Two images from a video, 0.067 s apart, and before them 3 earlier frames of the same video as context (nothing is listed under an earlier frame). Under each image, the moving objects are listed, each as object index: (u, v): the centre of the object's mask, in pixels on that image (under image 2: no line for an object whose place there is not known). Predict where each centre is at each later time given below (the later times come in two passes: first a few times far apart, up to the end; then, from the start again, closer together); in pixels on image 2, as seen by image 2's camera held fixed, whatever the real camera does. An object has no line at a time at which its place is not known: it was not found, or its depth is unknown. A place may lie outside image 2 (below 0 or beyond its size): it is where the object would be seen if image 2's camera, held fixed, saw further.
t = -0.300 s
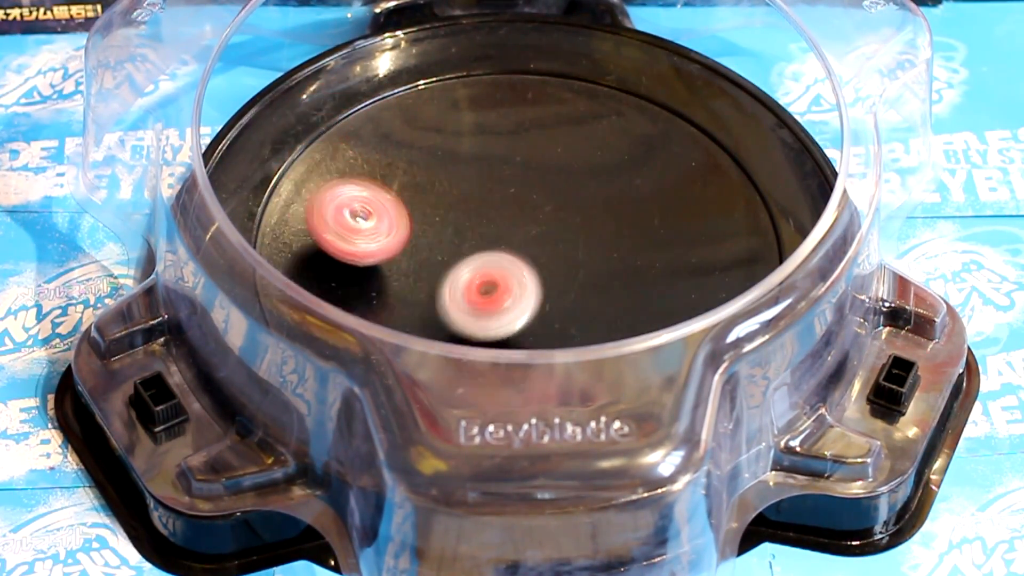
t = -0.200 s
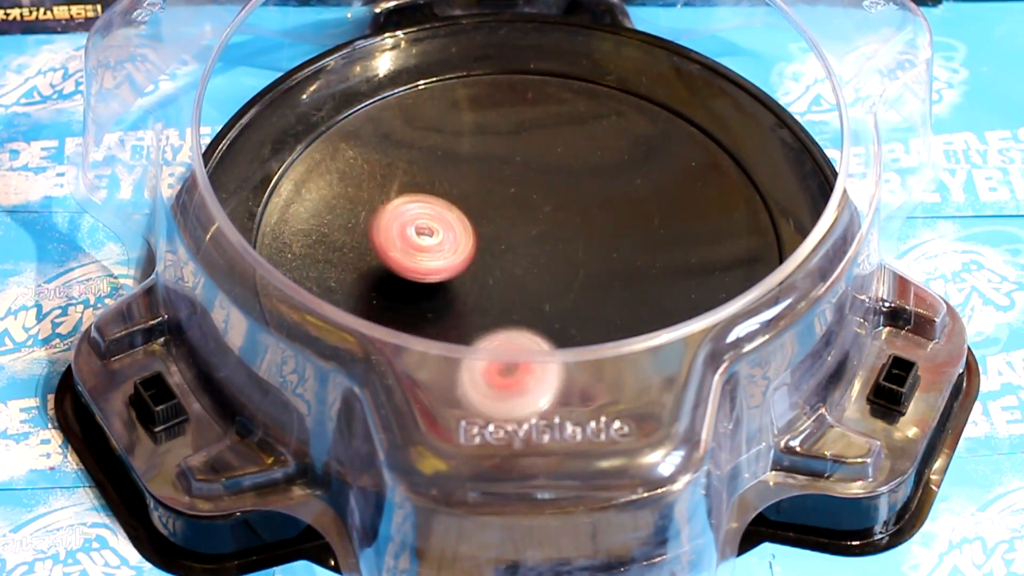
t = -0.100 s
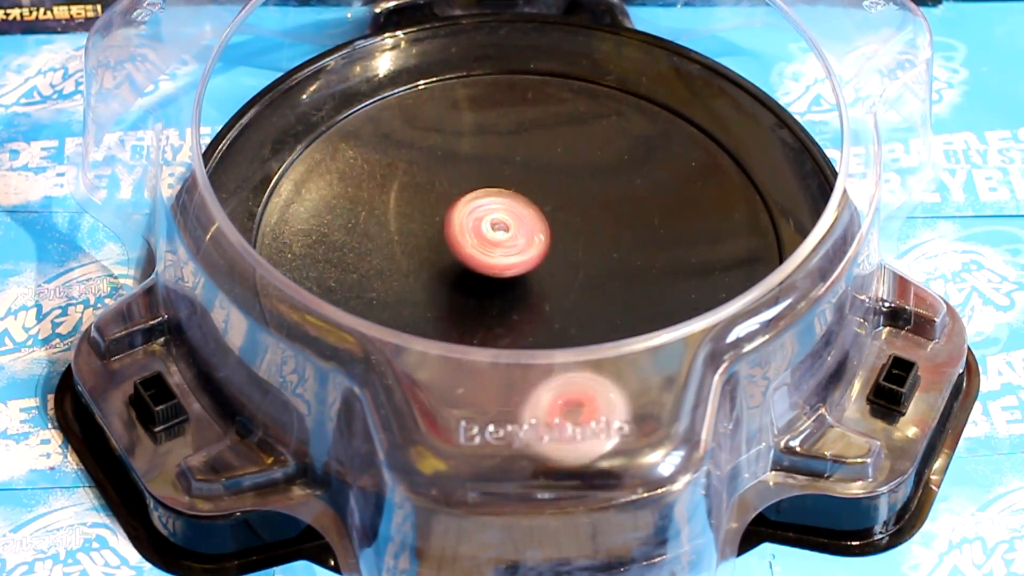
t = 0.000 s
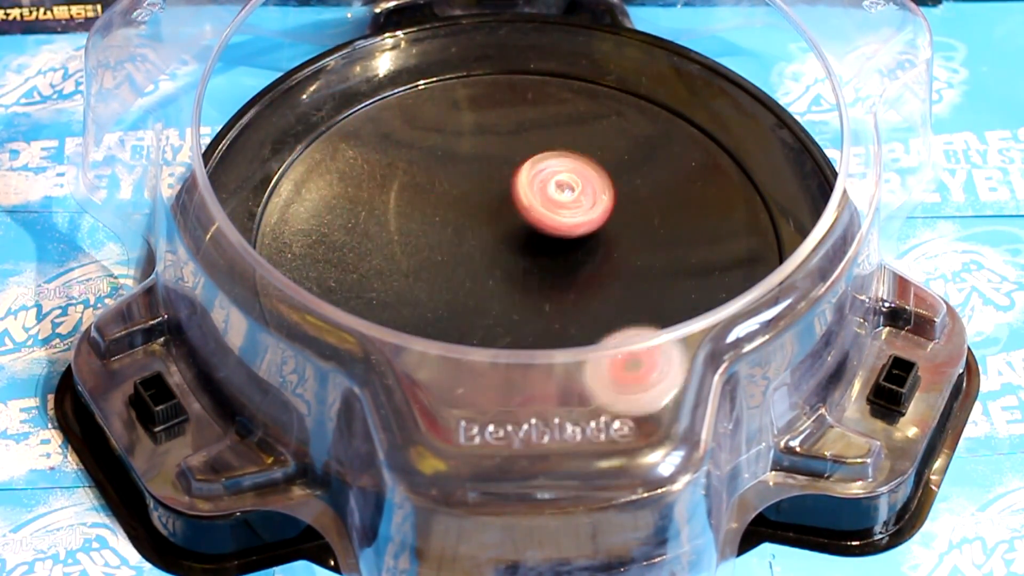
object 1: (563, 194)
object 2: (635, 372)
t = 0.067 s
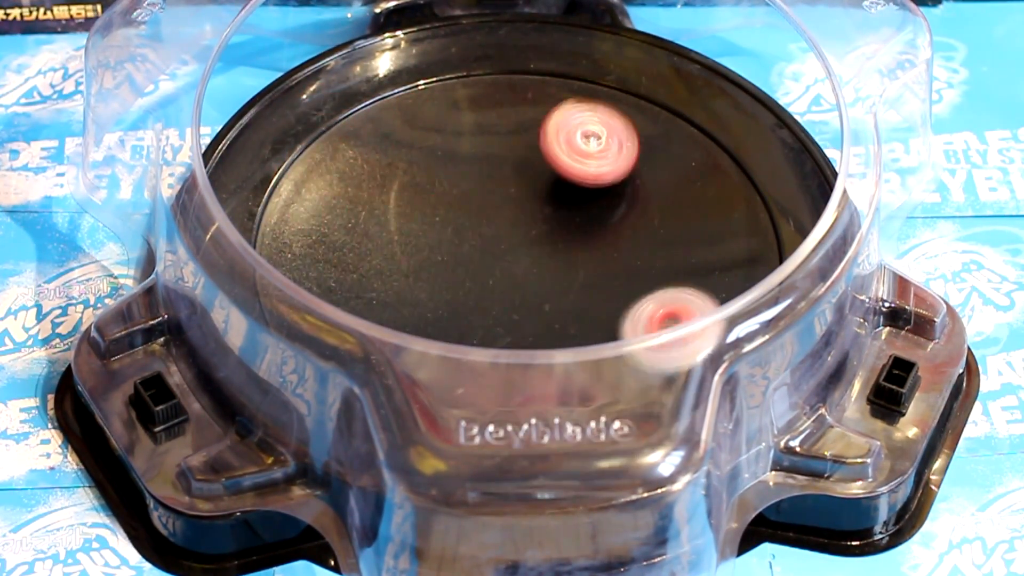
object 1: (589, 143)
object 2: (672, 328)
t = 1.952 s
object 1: (612, 122)
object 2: (498, 320)
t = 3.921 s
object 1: (608, 311)
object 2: (501, 172)
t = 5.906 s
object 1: (514, 184)
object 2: (543, 303)
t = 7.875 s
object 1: (583, 291)
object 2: (553, 181)
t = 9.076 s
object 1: (452, 242)
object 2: (586, 267)
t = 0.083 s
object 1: (592, 127)
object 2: (681, 314)
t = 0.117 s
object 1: (592, 95)
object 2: (692, 289)
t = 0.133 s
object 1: (589, 79)
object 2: (700, 282)
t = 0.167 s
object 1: (574, 49)
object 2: (710, 266)
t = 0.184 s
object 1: (555, 43)
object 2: (713, 257)
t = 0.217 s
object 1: (518, 45)
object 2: (713, 240)
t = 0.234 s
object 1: (499, 53)
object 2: (710, 233)
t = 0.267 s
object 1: (465, 64)
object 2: (699, 221)
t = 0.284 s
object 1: (450, 69)
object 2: (691, 217)
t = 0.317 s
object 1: (423, 84)
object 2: (673, 211)
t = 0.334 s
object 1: (411, 92)
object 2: (661, 209)
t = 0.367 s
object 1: (391, 108)
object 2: (637, 209)
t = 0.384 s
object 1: (385, 117)
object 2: (623, 211)
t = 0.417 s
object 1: (376, 138)
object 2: (594, 217)
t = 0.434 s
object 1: (375, 149)
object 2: (578, 222)
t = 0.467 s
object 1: (380, 172)
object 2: (549, 234)
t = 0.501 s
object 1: (393, 195)
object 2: (520, 248)
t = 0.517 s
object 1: (402, 206)
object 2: (506, 257)
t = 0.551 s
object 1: (407, 210)
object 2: (500, 288)
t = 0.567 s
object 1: (399, 205)
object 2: (509, 310)
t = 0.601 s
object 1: (392, 192)
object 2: (528, 355)
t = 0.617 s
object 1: (390, 188)
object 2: (540, 374)
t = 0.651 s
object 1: (393, 182)
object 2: (570, 406)
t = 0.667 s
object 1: (397, 182)
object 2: (585, 410)
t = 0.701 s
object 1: (408, 182)
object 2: (610, 391)
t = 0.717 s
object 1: (415, 183)
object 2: (621, 390)
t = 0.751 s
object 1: (430, 186)
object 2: (640, 392)
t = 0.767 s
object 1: (438, 188)
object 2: (646, 383)
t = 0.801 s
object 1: (456, 190)
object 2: (655, 361)
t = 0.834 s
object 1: (474, 191)
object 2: (663, 335)
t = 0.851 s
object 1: (482, 191)
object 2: (660, 311)
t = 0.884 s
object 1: (499, 189)
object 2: (666, 298)
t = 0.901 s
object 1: (507, 187)
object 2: (667, 291)
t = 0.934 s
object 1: (522, 183)
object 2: (663, 271)
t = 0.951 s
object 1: (529, 180)
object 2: (659, 261)
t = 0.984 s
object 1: (541, 173)
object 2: (648, 245)
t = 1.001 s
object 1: (546, 170)
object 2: (640, 238)
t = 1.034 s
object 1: (555, 162)
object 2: (619, 227)
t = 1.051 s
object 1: (555, 152)
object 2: (610, 230)
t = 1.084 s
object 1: (544, 117)
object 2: (597, 251)
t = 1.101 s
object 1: (539, 102)
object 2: (587, 261)
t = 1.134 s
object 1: (528, 79)
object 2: (566, 281)
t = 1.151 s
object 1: (523, 70)
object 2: (554, 292)
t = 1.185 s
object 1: (512, 60)
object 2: (534, 310)
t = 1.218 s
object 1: (499, 56)
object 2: (514, 330)
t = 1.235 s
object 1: (493, 56)
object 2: (506, 340)
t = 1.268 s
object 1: (483, 59)
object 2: (494, 362)
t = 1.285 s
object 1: (477, 63)
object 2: (489, 371)
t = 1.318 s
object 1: (468, 72)
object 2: (484, 392)
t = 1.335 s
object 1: (464, 78)
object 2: (485, 395)
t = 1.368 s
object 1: (458, 90)
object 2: (490, 413)
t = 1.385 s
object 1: (455, 97)
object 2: (497, 411)
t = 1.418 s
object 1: (451, 112)
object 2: (514, 397)
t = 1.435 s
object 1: (450, 119)
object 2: (521, 397)
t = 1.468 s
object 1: (450, 134)
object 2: (537, 393)
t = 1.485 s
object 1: (452, 142)
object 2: (547, 391)
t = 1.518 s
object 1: (459, 157)
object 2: (564, 385)
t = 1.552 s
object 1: (469, 171)
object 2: (578, 368)
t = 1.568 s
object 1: (475, 178)
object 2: (584, 361)
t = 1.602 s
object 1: (489, 190)
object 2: (594, 347)
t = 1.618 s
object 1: (497, 195)
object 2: (597, 341)
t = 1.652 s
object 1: (514, 203)
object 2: (601, 322)
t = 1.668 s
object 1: (524, 207)
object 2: (602, 317)
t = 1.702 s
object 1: (543, 212)
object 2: (601, 308)
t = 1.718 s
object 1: (552, 214)
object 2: (598, 303)
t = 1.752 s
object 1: (570, 214)
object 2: (588, 293)
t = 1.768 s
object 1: (579, 202)
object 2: (580, 299)
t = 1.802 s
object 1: (593, 179)
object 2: (564, 310)
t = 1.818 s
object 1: (599, 170)
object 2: (555, 313)
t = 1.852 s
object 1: (607, 153)
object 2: (538, 317)
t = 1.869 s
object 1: (610, 146)
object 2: (529, 318)
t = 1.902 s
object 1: (613, 134)
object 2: (515, 320)
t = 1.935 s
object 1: (613, 125)
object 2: (503, 320)
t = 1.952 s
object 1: (612, 122)
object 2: (498, 320)
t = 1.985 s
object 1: (609, 117)
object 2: (489, 320)
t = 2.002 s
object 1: (606, 116)
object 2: (484, 321)
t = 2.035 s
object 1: (600, 114)
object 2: (476, 321)
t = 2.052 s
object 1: (597, 113)
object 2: (472, 321)
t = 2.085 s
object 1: (589, 114)
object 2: (466, 321)
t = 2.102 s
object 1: (584, 115)
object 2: (463, 321)
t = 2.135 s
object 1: (575, 117)
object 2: (459, 321)
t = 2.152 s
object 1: (571, 118)
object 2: (457, 320)
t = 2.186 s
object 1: (563, 123)
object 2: (455, 321)
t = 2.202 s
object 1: (559, 126)
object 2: (454, 320)
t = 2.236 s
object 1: (552, 133)
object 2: (454, 320)
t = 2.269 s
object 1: (548, 141)
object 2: (455, 320)
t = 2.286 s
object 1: (547, 146)
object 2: (456, 320)
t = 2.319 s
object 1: (547, 157)
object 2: (459, 319)
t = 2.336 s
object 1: (549, 163)
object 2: (461, 320)
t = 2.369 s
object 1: (553, 174)
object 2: (464, 318)
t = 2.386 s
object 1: (556, 180)
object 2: (466, 318)
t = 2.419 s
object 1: (563, 192)
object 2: (468, 318)
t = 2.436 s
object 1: (567, 197)
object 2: (469, 317)
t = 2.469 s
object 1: (577, 207)
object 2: (468, 313)
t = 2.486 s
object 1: (583, 211)
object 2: (468, 312)
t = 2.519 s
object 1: (594, 219)
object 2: (464, 307)
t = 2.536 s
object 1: (600, 222)
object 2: (462, 304)
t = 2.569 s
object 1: (611, 229)
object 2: (458, 298)
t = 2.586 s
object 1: (617, 231)
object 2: (456, 294)
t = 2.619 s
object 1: (626, 236)
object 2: (451, 288)
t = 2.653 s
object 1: (635, 240)
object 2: (447, 280)
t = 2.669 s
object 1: (639, 242)
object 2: (445, 277)
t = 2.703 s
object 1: (645, 245)
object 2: (440, 270)
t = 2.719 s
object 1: (648, 246)
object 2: (438, 267)
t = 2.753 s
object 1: (653, 247)
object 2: (433, 261)
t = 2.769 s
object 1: (656, 248)
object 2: (430, 257)
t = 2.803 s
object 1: (659, 248)
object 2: (425, 252)
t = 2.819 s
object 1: (661, 248)
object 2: (423, 249)
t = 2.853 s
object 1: (663, 248)
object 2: (419, 245)
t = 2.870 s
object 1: (664, 247)
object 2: (417, 243)
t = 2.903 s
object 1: (665, 247)
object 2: (414, 239)
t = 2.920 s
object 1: (665, 246)
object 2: (412, 237)
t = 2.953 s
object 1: (664, 245)
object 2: (410, 233)
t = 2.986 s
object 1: (664, 244)
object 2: (408, 230)
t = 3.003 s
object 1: (663, 243)
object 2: (407, 229)
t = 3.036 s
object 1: (661, 242)
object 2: (406, 226)
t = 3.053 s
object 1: (660, 242)
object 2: (406, 225)
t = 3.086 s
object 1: (658, 241)
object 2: (406, 223)
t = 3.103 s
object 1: (657, 241)
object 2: (406, 221)
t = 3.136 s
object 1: (654, 242)
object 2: (407, 220)
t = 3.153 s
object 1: (652, 242)
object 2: (409, 219)
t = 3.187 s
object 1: (649, 243)
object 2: (411, 217)
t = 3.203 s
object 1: (646, 244)
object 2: (412, 217)
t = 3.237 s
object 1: (642, 246)
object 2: (415, 216)
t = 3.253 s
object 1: (640, 247)
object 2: (417, 216)
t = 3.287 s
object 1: (635, 250)
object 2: (420, 214)
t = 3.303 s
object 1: (633, 252)
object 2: (422, 213)
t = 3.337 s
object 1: (628, 256)
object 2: (427, 210)
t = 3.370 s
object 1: (624, 261)
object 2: (431, 208)
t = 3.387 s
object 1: (621, 264)
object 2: (433, 207)
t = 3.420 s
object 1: (616, 270)
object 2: (439, 203)
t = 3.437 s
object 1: (613, 273)
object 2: (441, 202)
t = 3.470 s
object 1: (609, 280)
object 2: (447, 198)
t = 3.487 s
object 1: (607, 283)
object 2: (449, 197)
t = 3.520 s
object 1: (603, 291)
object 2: (455, 193)
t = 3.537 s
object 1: (601, 294)
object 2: (458, 191)
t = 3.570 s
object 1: (599, 301)
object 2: (465, 187)
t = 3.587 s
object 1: (598, 304)
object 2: (467, 185)
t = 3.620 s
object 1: (598, 308)
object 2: (472, 182)
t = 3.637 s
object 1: (597, 310)
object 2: (474, 179)
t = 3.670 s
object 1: (597, 313)
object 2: (478, 176)
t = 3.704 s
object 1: (599, 315)
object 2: (483, 173)
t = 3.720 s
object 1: (600, 316)
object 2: (484, 172)
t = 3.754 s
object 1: (601, 317)
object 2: (488, 170)
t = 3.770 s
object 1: (602, 317)
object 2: (488, 170)
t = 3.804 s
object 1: (604, 317)
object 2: (491, 171)
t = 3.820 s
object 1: (605, 317)
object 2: (492, 171)
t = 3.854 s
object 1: (607, 315)
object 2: (496, 171)
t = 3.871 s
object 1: (608, 314)
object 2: (497, 171)
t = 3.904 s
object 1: (609, 313)
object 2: (500, 172)
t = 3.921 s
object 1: (608, 311)
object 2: (501, 172)
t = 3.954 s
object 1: (607, 309)
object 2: (506, 173)
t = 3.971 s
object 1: (605, 308)
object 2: (508, 174)
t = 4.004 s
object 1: (602, 305)
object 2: (514, 174)
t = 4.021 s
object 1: (600, 303)
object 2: (516, 175)
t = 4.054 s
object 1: (593, 301)
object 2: (522, 177)
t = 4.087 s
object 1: (584, 298)
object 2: (526, 179)
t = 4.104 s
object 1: (578, 297)
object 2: (529, 180)
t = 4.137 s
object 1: (565, 295)
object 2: (535, 182)
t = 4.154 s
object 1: (559, 295)
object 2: (539, 183)
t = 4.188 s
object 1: (546, 295)
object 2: (545, 184)
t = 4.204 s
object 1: (539, 295)
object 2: (549, 186)
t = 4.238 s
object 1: (526, 296)
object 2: (554, 188)
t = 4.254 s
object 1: (519, 296)
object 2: (558, 189)
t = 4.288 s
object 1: (507, 299)
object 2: (563, 191)
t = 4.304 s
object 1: (502, 300)
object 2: (567, 191)
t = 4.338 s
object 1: (491, 303)
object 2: (573, 192)
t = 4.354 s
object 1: (486, 304)
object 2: (576, 192)
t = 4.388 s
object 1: (478, 307)
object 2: (582, 194)
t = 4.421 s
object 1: (472, 309)
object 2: (586, 195)
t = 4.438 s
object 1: (469, 311)
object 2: (587, 197)
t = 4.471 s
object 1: (468, 313)
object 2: (589, 199)
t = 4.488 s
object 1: (468, 314)
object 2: (590, 200)
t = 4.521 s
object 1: (469, 317)
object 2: (591, 203)
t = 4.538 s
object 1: (471, 318)
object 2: (593, 205)
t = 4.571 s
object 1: (474, 318)
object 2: (594, 209)
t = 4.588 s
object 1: (477, 318)
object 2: (595, 210)
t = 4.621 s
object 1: (482, 317)
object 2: (596, 214)
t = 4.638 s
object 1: (484, 316)
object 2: (596, 215)
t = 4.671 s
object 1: (490, 314)
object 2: (599, 219)
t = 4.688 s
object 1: (493, 313)
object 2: (600, 222)
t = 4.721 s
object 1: (497, 310)
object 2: (604, 226)
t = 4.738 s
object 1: (499, 309)
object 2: (606, 229)
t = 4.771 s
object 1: (500, 303)
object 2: (610, 233)
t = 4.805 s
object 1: (498, 295)
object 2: (614, 237)
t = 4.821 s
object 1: (497, 291)
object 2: (616, 238)
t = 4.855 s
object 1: (492, 284)
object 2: (622, 240)
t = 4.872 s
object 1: (489, 280)
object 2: (624, 241)
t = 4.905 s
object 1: (481, 272)
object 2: (628, 242)
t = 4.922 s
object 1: (478, 267)
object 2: (629, 243)
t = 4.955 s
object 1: (469, 259)
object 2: (629, 243)
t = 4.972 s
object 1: (465, 255)
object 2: (629, 244)
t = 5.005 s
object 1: (456, 248)
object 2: (627, 245)
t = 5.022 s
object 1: (451, 245)
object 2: (626, 245)
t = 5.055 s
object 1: (442, 241)
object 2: (624, 246)
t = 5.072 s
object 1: (438, 238)
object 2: (622, 248)
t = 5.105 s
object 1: (429, 235)
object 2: (620, 249)
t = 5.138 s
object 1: (421, 232)
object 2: (618, 251)
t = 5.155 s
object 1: (418, 231)
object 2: (616, 251)
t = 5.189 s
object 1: (411, 230)
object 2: (613, 253)
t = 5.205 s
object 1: (409, 230)
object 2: (611, 254)
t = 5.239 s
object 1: (405, 232)
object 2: (606, 258)
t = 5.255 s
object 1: (403, 233)
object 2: (604, 260)
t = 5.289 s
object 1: (400, 235)
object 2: (599, 264)
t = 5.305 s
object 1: (399, 235)
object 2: (598, 266)
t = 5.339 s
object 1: (398, 238)
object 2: (595, 271)
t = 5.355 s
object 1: (400, 239)
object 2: (593, 274)
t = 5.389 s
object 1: (405, 242)
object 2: (592, 279)
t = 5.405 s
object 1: (408, 243)
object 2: (591, 281)
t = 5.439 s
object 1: (417, 245)
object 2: (589, 286)
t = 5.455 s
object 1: (421, 246)
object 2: (588, 289)
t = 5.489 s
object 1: (430, 248)
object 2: (587, 294)
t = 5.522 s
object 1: (438, 249)
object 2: (585, 298)
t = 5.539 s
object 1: (442, 250)
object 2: (585, 300)
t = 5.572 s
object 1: (448, 250)
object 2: (583, 302)
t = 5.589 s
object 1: (452, 250)
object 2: (581, 303)
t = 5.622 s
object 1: (459, 247)
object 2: (578, 304)
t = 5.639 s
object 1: (463, 244)
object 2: (576, 304)
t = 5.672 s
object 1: (472, 239)
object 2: (572, 305)
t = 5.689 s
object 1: (476, 235)
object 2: (570, 305)
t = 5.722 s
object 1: (485, 228)
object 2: (567, 306)
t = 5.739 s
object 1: (489, 224)
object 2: (565, 306)
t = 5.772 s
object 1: (497, 216)
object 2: (562, 305)
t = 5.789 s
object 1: (501, 212)
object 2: (560, 305)
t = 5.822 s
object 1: (507, 204)
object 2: (555, 304)
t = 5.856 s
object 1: (511, 196)
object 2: (550, 303)
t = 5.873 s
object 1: (512, 192)
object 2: (548, 303)
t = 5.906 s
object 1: (514, 184)
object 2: (543, 303)
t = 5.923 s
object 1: (515, 181)
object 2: (540, 302)
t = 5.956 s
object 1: (515, 173)
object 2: (536, 302)
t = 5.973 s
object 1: (515, 170)
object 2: (534, 301)
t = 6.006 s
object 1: (513, 164)
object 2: (529, 300)
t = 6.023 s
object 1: (512, 162)
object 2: (527, 298)
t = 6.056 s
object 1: (508, 159)
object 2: (522, 297)
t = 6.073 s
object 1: (505, 158)
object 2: (520, 296)
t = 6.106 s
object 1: (501, 157)
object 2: (514, 295)
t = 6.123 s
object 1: (499, 157)
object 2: (512, 294)
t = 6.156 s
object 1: (495, 159)
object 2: (507, 293)
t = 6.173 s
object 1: (494, 160)
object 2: (505, 292)
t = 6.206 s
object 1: (492, 164)
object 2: (499, 289)
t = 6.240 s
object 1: (492, 169)
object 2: (494, 287)
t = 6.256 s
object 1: (493, 171)
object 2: (492, 285)
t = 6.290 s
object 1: (494, 176)
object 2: (485, 282)
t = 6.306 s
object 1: (496, 178)
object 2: (483, 280)
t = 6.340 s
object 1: (498, 183)
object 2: (477, 277)
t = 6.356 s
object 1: (500, 185)
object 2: (474, 275)
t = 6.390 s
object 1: (504, 190)
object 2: (468, 272)
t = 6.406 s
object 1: (506, 193)
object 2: (465, 270)
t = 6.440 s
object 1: (509, 196)
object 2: (459, 266)
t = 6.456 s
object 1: (517, 193)
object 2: (449, 268)
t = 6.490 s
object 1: (534, 185)
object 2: (433, 275)
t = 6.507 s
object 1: (541, 182)
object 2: (426, 277)
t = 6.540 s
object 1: (551, 180)
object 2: (419, 280)
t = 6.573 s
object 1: (559, 179)
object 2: (418, 284)
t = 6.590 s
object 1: (562, 179)
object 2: (420, 286)
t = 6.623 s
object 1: (567, 179)
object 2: (422, 291)
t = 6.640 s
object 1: (570, 179)
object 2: (423, 292)
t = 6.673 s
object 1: (574, 179)
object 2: (427, 296)
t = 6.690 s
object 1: (577, 180)
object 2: (429, 298)
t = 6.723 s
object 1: (580, 181)
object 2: (435, 300)
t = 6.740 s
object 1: (583, 181)
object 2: (438, 301)
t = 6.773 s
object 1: (586, 183)
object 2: (441, 301)
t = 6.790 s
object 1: (588, 184)
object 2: (443, 300)
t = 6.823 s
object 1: (591, 185)
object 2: (445, 296)
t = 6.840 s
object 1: (593, 186)
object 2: (445, 292)
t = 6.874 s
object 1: (596, 188)
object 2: (449, 282)
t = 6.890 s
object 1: (597, 189)
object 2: (451, 278)
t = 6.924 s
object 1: (600, 192)
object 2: (452, 269)
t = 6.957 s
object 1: (603, 194)
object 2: (453, 260)
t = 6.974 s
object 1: (604, 196)
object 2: (452, 256)
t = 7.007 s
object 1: (606, 198)
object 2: (451, 247)
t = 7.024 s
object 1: (607, 199)
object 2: (451, 243)
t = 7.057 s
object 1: (609, 202)
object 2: (450, 235)
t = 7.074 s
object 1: (609, 204)
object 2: (449, 231)
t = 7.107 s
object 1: (610, 208)
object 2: (448, 224)
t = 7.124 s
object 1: (611, 209)
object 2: (447, 221)
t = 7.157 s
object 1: (612, 213)
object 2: (444, 215)
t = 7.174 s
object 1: (612, 215)
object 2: (442, 212)
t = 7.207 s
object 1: (613, 218)
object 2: (439, 207)
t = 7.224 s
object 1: (614, 220)
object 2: (438, 205)
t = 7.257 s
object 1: (615, 224)
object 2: (434, 201)
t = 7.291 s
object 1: (616, 228)
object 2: (433, 200)
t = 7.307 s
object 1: (616, 230)
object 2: (434, 201)
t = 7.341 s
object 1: (616, 234)
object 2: (434, 203)
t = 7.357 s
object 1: (616, 236)
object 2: (435, 204)
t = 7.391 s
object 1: (616, 240)
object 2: (439, 207)
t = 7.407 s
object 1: (616, 242)
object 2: (441, 209)
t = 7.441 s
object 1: (614, 245)
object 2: (444, 214)
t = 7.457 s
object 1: (614, 247)
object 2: (446, 216)
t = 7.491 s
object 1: (613, 252)
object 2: (450, 218)
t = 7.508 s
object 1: (612, 254)
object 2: (452, 219)
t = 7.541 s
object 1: (611, 258)
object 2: (458, 220)
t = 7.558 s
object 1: (610, 260)
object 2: (462, 220)
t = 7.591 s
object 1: (608, 264)
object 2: (473, 217)
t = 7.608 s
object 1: (607, 266)
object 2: (480, 216)
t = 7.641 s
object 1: (604, 269)
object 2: (495, 213)
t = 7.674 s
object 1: (601, 272)
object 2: (507, 210)
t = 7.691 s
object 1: (600, 273)
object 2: (512, 209)
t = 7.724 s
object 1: (598, 277)
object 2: (523, 204)
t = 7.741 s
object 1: (596, 279)
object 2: (528, 202)
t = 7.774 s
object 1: (593, 282)
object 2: (537, 198)
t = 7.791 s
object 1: (591, 284)
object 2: (540, 196)
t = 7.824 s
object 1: (588, 287)
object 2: (547, 190)
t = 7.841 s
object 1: (586, 288)
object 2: (549, 187)
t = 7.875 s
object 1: (583, 291)
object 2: (553, 181)
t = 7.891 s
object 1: (581, 292)
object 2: (554, 178)
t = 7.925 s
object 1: (577, 295)
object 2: (553, 175)
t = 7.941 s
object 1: (575, 296)
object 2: (552, 174)
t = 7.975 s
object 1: (571, 298)
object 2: (549, 174)
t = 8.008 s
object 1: (567, 300)
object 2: (545, 176)
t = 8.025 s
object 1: (565, 300)
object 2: (543, 177)
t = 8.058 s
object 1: (560, 301)
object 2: (539, 180)
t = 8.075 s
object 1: (558, 302)
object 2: (537, 182)
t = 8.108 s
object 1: (553, 302)
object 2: (534, 186)
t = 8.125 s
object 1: (551, 303)
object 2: (533, 188)
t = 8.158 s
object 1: (546, 303)
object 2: (532, 190)
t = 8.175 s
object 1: (544, 303)
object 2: (532, 192)
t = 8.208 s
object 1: (539, 303)
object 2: (534, 196)
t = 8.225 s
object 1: (537, 303)
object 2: (536, 199)
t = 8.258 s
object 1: (533, 302)
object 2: (543, 205)
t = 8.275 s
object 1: (531, 302)
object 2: (547, 208)
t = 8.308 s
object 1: (526, 301)
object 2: (557, 214)
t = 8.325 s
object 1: (524, 301)
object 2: (563, 217)
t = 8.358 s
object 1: (520, 300)
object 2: (573, 222)
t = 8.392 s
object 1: (515, 299)
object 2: (584, 227)
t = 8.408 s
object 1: (513, 298)
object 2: (589, 228)
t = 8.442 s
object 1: (508, 297)
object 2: (597, 230)
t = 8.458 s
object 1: (506, 296)
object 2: (600, 230)
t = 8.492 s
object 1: (502, 295)
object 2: (604, 229)
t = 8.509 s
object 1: (499, 294)
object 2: (605, 228)
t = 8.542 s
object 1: (495, 292)
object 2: (605, 226)
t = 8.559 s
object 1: (493, 291)
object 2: (605, 225)
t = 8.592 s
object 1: (489, 289)
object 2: (604, 224)
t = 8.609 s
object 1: (487, 288)
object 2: (604, 223)
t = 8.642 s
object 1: (484, 286)
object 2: (602, 222)
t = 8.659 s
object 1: (482, 284)
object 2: (601, 222)
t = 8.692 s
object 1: (479, 281)
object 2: (600, 221)
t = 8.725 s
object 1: (476, 278)
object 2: (599, 221)
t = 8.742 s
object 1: (474, 277)
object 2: (599, 222)
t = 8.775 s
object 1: (471, 273)
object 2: (597, 224)
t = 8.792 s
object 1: (469, 272)
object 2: (596, 225)
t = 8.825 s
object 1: (466, 268)
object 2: (595, 229)
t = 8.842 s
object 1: (464, 266)
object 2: (594, 232)
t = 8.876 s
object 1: (462, 262)
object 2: (592, 239)
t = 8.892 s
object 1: (460, 260)
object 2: (592, 243)
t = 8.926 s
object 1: (458, 257)
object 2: (590, 250)
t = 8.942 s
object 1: (457, 255)
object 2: (589, 254)
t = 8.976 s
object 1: (455, 252)
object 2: (589, 260)
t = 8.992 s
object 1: (454, 250)
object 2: (589, 262)
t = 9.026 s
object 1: (453, 247)
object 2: (588, 265)
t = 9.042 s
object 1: (452, 245)
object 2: (587, 266)
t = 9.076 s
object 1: (452, 242)
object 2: (586, 267)
